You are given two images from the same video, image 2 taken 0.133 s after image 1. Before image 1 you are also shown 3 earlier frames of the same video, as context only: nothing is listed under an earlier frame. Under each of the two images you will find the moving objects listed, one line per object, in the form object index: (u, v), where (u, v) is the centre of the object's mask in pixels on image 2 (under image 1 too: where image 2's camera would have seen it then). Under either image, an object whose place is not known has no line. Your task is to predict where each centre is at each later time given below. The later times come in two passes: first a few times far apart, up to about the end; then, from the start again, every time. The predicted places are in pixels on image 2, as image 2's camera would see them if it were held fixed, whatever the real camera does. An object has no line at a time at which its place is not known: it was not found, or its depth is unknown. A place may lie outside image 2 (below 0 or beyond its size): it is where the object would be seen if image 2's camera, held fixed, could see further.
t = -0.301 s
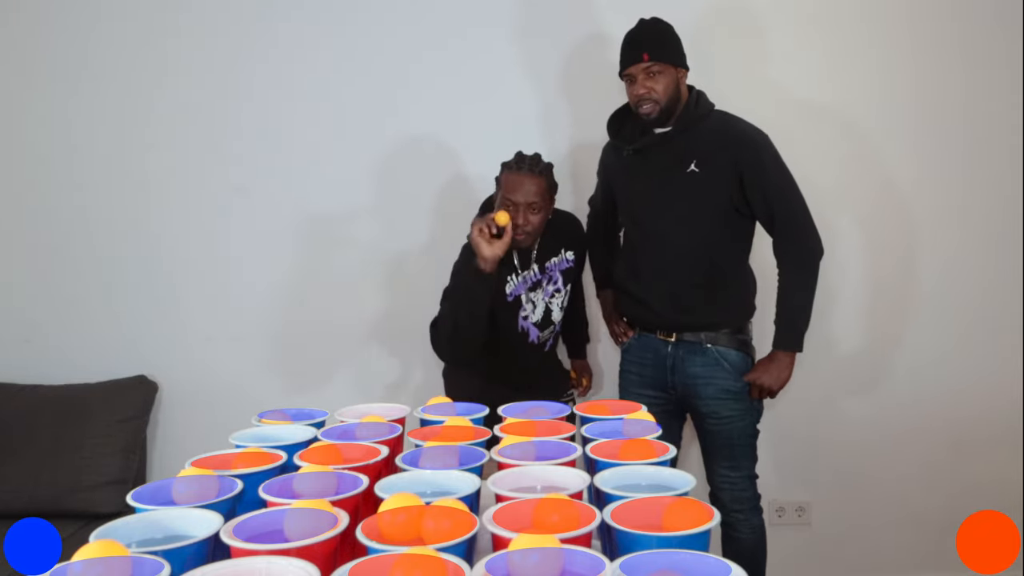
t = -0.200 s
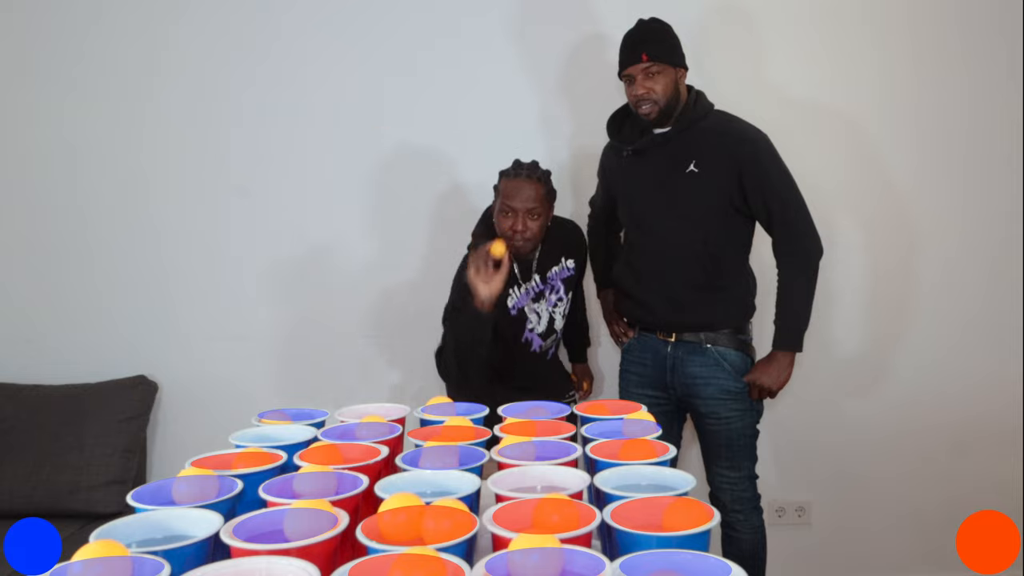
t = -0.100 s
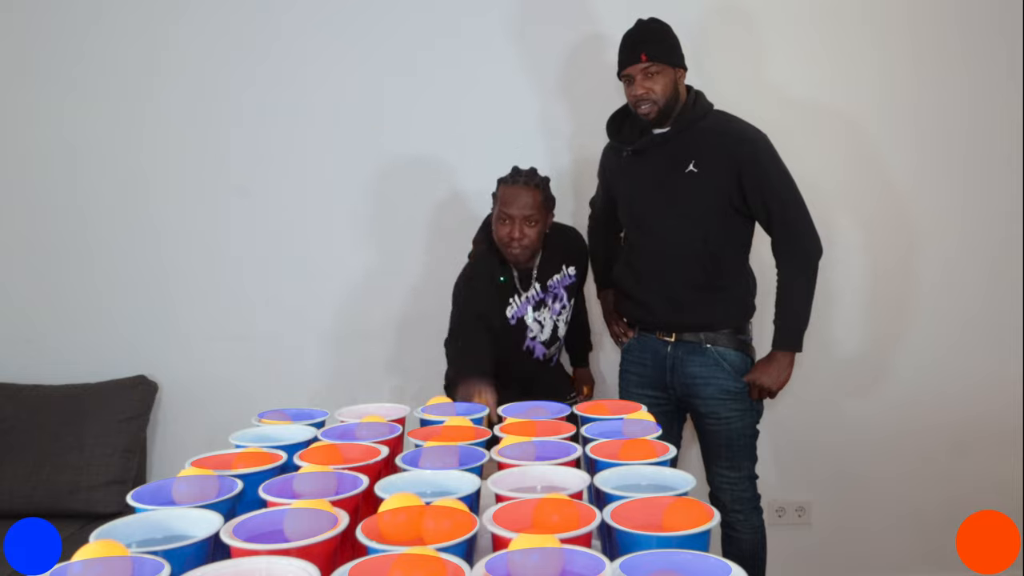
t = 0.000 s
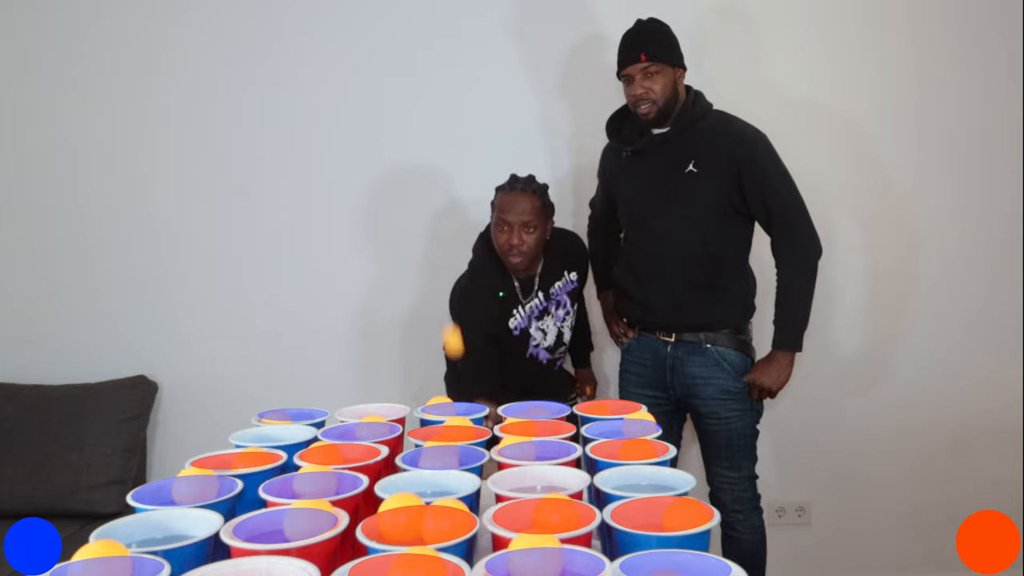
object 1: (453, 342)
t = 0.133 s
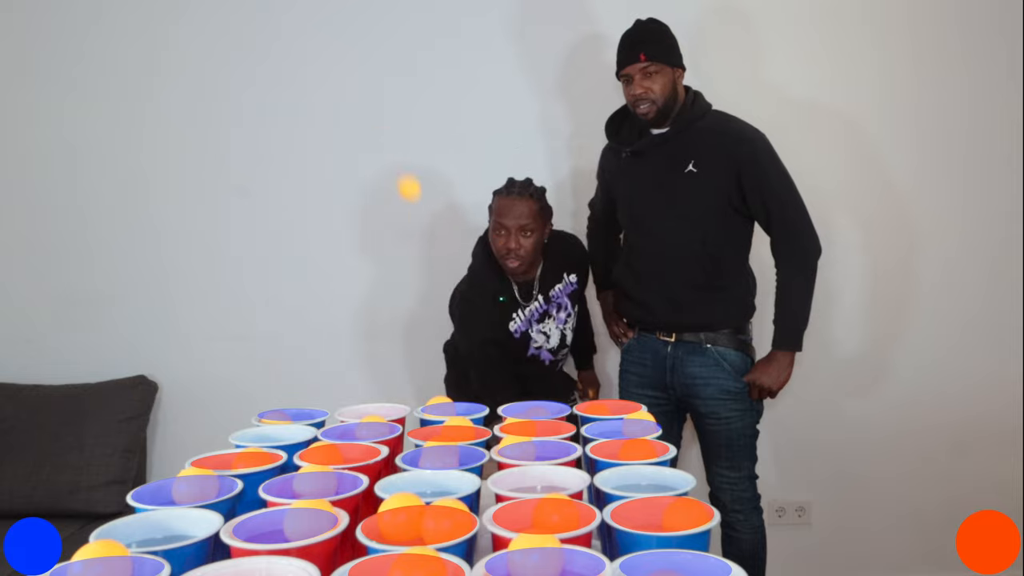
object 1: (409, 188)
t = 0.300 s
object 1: (337, 113)
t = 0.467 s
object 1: (233, 251)
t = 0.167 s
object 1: (397, 162)
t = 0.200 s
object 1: (383, 140)
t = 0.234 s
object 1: (369, 124)
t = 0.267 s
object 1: (353, 115)
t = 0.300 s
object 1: (337, 113)
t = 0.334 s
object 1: (319, 119)
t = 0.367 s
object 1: (300, 134)
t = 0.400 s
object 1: (280, 160)
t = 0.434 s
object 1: (257, 199)
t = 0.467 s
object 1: (233, 251)
